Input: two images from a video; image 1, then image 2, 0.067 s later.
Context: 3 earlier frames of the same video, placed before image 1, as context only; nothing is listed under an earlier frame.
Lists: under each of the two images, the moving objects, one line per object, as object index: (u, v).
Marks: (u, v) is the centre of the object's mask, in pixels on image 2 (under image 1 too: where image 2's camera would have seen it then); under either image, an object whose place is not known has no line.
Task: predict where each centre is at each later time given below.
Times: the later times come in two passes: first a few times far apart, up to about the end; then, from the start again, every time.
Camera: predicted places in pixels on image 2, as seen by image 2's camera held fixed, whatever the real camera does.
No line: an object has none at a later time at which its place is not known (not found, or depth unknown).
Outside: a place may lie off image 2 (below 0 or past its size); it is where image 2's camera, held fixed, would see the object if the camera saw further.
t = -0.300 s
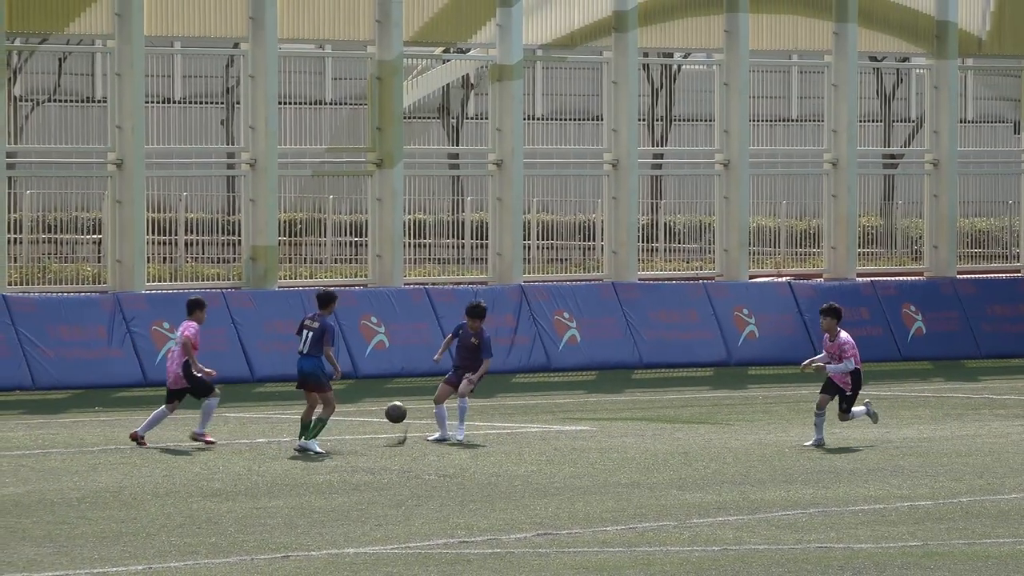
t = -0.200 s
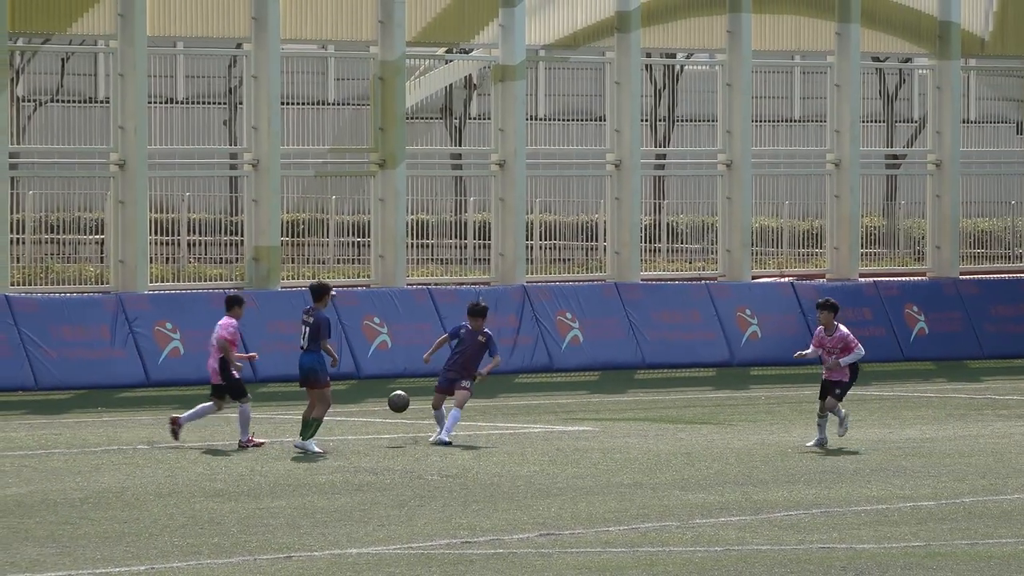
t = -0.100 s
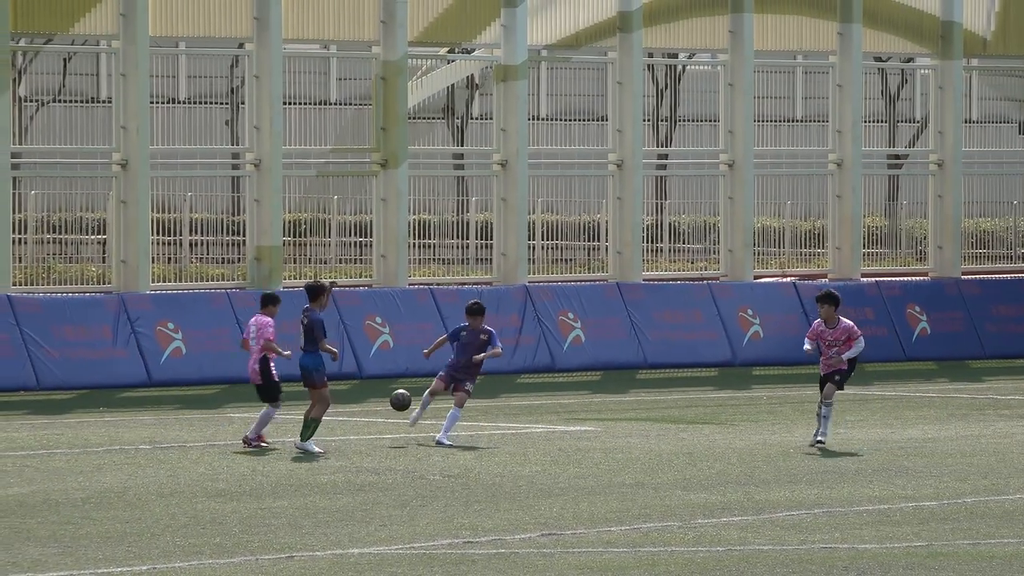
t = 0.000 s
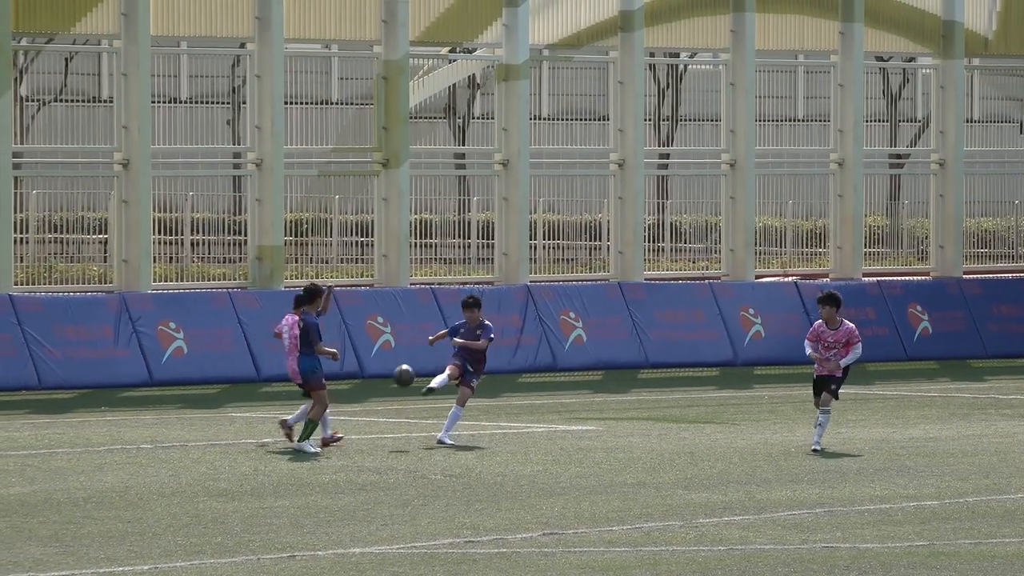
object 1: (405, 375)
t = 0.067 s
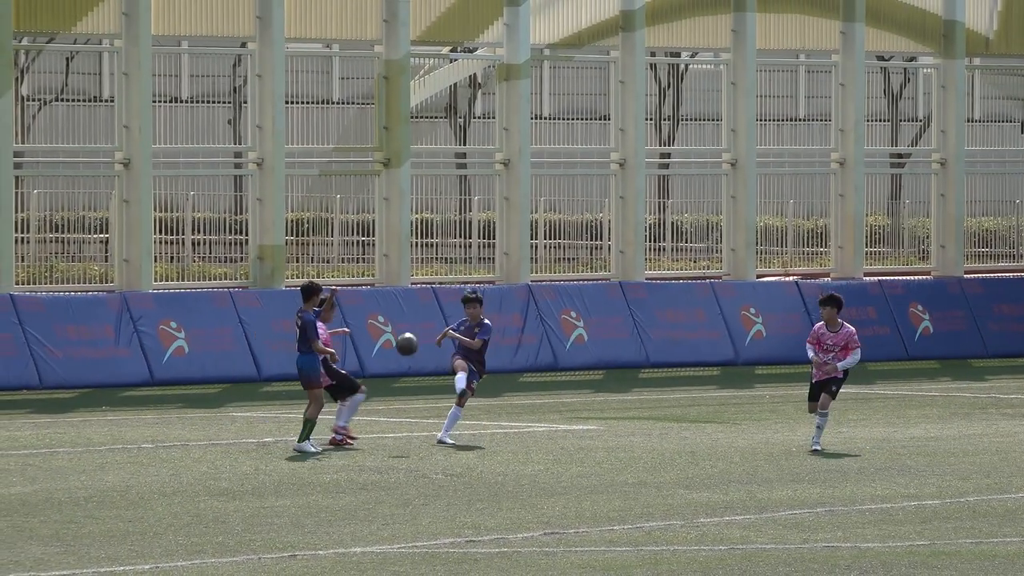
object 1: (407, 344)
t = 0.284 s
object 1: (411, 262)
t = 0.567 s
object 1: (414, 206)
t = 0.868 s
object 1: (413, 225)
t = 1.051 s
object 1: (410, 280)
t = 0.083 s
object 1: (407, 337)
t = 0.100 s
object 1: (407, 329)
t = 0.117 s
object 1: (408, 323)
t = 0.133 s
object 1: (408, 316)
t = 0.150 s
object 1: (409, 309)
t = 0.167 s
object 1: (409, 303)
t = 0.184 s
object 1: (409, 296)
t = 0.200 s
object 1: (410, 290)
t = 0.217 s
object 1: (410, 284)
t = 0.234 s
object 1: (410, 279)
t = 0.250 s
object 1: (411, 273)
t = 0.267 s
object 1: (411, 268)
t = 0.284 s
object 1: (411, 262)
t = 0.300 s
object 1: (411, 257)
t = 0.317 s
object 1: (412, 253)
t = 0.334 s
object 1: (412, 248)
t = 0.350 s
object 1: (412, 244)
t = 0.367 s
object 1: (412, 239)
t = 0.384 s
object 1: (412, 235)
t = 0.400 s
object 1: (412, 232)
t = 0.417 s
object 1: (413, 228)
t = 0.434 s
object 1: (413, 225)
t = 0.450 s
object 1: (413, 222)
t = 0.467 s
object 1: (413, 219)
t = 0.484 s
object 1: (413, 217)
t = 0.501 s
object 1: (414, 214)
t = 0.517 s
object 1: (414, 212)
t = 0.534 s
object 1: (413, 209)
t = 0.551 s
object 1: (414, 208)
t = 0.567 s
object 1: (414, 206)
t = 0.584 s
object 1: (414, 205)
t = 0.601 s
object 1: (414, 204)
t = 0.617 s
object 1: (414, 204)
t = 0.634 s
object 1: (414, 204)
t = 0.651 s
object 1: (414, 203)
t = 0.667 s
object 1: (414, 203)
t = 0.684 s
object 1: (414, 204)
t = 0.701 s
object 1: (414, 204)
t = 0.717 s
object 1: (414, 205)
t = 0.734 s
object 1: (414, 206)
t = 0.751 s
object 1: (414, 208)
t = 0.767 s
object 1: (414, 209)
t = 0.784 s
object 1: (414, 211)
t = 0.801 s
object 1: (414, 214)
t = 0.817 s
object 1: (414, 216)
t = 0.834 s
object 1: (413, 219)
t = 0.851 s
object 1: (413, 222)
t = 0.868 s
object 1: (413, 225)
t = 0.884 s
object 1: (413, 228)
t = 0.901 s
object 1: (413, 232)
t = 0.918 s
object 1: (413, 236)
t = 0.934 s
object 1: (412, 241)
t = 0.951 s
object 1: (412, 246)
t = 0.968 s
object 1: (412, 251)
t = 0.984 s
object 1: (412, 256)
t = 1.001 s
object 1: (411, 261)
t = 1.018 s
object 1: (411, 267)
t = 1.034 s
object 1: (411, 273)
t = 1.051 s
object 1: (410, 280)
